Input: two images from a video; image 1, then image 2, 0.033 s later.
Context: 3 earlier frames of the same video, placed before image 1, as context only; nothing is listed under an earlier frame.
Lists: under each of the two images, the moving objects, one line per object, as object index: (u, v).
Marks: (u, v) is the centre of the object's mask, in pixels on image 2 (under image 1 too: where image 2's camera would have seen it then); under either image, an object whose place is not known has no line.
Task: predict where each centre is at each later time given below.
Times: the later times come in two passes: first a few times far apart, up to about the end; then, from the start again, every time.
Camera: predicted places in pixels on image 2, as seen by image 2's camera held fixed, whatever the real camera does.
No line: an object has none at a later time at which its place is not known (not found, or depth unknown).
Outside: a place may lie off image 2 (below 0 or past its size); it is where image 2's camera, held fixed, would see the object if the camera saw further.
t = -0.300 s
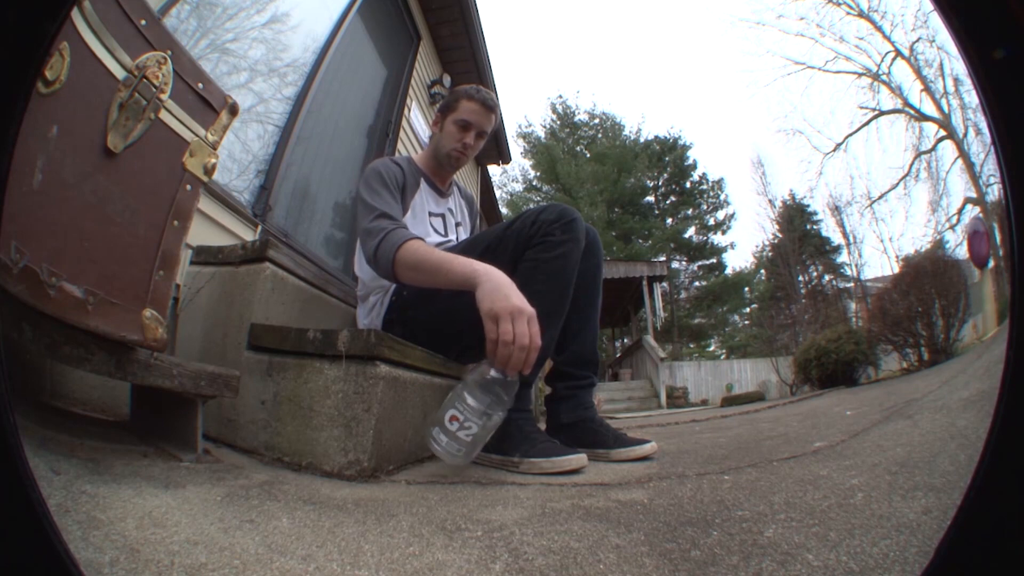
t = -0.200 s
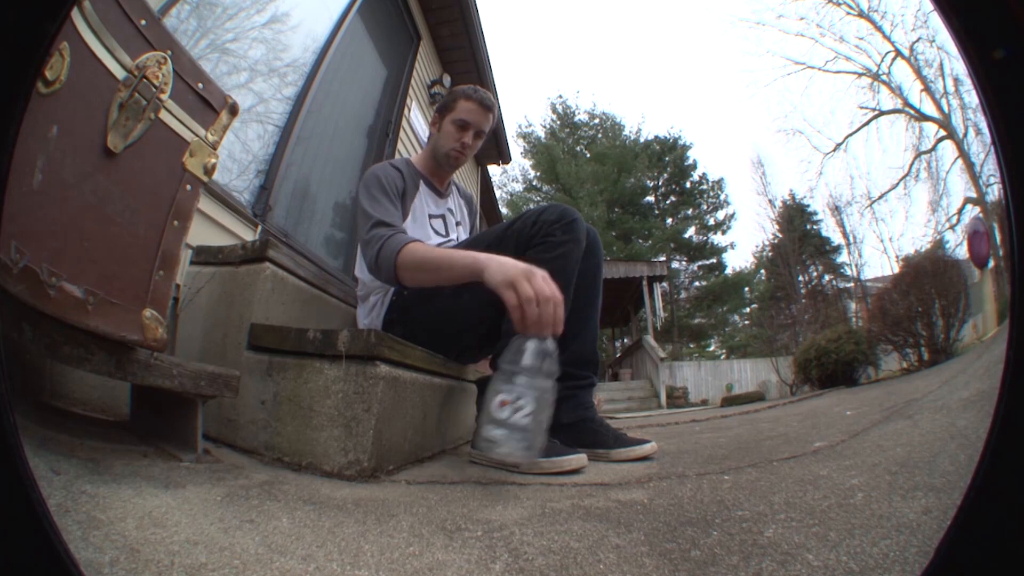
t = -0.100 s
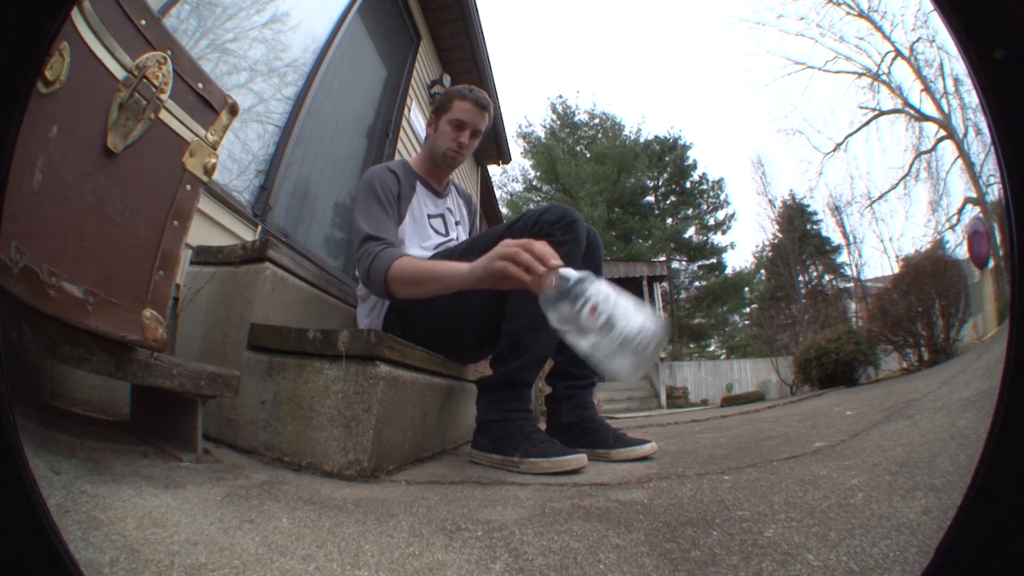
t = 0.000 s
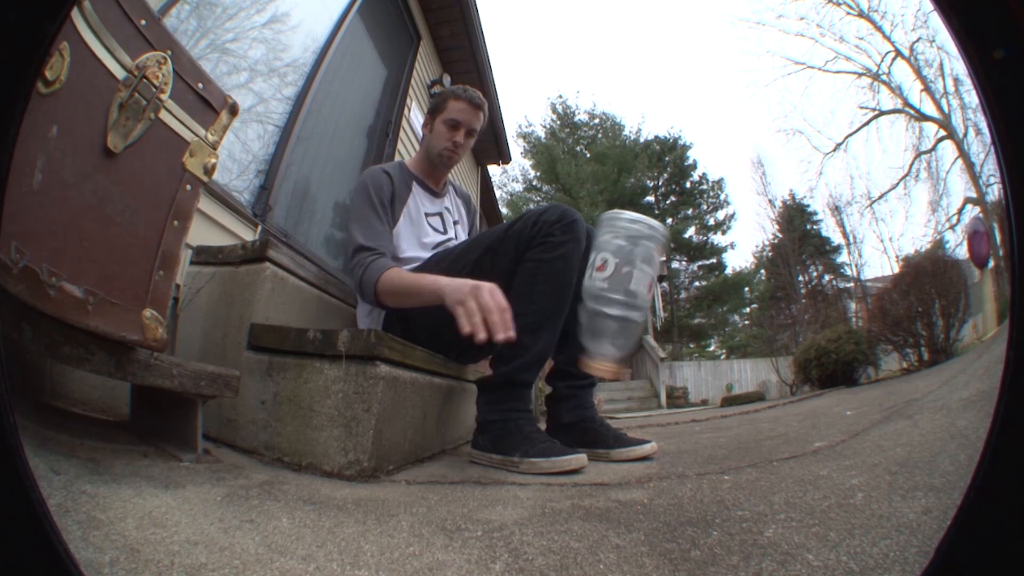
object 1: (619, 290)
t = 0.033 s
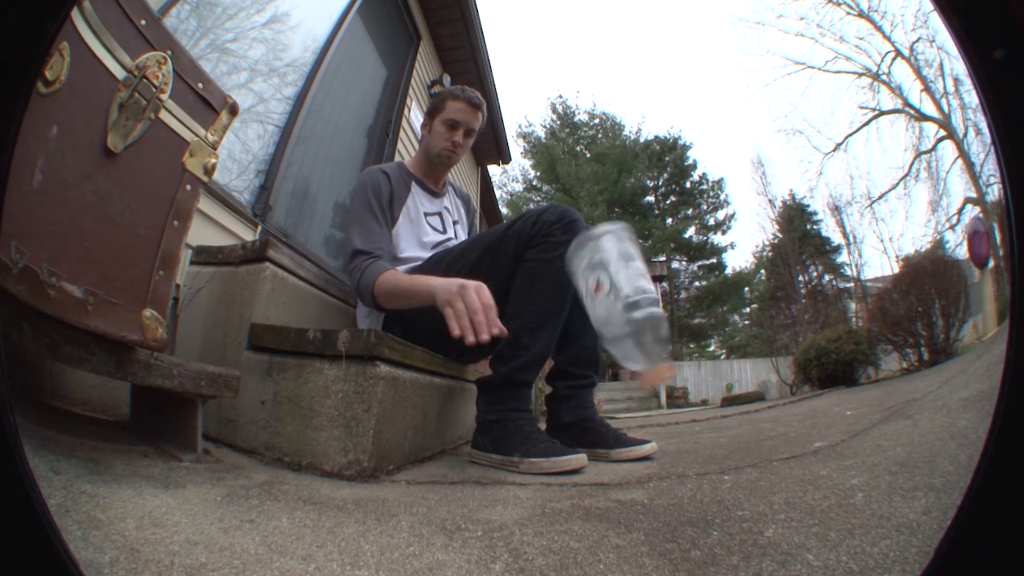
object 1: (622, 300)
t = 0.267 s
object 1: (638, 336)
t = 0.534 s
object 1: (635, 387)
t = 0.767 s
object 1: (676, 397)
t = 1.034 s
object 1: (641, 398)
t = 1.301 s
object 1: (624, 418)
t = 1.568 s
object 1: (633, 420)
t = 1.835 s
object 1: (626, 425)
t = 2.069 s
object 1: (628, 427)
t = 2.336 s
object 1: (630, 429)
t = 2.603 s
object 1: (630, 430)
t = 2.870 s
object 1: (629, 430)
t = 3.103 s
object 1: (627, 430)
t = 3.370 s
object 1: (629, 430)
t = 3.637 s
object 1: (628, 430)
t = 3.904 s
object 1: (629, 430)
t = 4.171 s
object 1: (629, 430)
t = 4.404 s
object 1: (629, 430)
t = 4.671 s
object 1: (629, 430)
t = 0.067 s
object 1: (625, 326)
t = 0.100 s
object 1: (635, 365)
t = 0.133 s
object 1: (651, 410)
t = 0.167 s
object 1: (653, 401)
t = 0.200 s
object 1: (647, 371)
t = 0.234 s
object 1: (642, 349)
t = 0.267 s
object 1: (638, 336)
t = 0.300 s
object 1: (634, 331)
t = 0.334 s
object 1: (631, 333)
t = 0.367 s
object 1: (628, 342)
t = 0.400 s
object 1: (625, 361)
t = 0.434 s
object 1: (624, 386)
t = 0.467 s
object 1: (621, 422)
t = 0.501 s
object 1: (627, 405)
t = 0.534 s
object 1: (635, 387)
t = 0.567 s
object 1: (643, 373)
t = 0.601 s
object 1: (651, 369)
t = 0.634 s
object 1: (659, 371)
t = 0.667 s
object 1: (669, 383)
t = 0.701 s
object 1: (678, 402)
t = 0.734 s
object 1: (684, 418)
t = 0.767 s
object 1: (676, 397)
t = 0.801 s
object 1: (669, 386)
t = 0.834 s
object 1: (663, 382)
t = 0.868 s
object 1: (658, 384)
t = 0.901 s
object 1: (652, 394)
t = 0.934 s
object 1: (648, 411)
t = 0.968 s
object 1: (644, 419)
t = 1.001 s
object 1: (642, 404)
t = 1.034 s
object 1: (641, 398)
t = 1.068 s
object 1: (639, 397)
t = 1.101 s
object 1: (638, 404)
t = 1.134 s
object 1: (638, 417)
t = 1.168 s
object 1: (635, 414)
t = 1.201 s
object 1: (632, 405)
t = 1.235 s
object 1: (629, 402)
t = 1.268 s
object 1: (627, 406)
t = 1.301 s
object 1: (624, 418)
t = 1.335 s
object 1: (624, 422)
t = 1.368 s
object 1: (626, 413)
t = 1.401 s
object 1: (628, 411)
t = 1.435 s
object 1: (631, 416)
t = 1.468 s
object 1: (634, 426)
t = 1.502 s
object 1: (633, 418)
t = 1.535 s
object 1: (633, 416)
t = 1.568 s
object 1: (633, 420)
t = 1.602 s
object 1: (633, 426)
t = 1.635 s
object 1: (630, 421)
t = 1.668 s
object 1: (627, 423)
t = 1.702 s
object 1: (624, 427)
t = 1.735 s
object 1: (624, 423)
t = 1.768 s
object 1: (624, 425)
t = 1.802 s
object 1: (625, 425)
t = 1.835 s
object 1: (626, 425)
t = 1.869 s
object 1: (628, 427)
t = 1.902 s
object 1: (628, 425)
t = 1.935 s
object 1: (628, 428)
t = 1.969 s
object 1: (629, 428)
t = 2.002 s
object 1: (629, 428)
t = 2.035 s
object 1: (629, 427)
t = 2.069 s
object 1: (628, 427)
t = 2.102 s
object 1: (628, 427)
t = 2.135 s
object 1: (627, 427)
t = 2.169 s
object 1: (627, 427)
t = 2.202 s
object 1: (627, 427)
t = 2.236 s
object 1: (627, 428)
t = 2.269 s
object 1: (627, 428)
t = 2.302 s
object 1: (628, 429)
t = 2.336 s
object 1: (630, 429)
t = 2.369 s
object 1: (632, 428)
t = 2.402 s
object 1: (634, 427)
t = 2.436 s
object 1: (635, 426)
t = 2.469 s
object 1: (635, 426)
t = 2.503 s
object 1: (635, 427)
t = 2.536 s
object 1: (634, 427)
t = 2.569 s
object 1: (632, 429)
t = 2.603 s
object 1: (630, 430)
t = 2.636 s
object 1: (628, 429)
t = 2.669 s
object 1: (628, 429)
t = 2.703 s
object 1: (628, 429)
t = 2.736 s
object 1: (629, 429)
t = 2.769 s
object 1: (630, 429)
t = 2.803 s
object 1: (630, 429)
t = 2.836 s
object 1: (630, 430)
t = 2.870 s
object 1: (629, 430)
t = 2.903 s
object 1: (628, 429)
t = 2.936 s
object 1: (627, 429)
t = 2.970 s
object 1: (627, 429)
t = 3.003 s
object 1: (628, 430)
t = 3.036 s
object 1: (628, 430)
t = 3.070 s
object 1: (627, 429)
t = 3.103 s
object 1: (627, 430)
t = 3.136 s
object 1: (628, 430)
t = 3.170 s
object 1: (628, 430)
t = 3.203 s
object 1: (628, 430)
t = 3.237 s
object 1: (628, 429)
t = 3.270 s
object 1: (627, 430)
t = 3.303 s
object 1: (628, 430)
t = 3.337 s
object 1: (629, 430)
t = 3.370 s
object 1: (629, 430)
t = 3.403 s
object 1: (628, 430)
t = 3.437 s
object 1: (628, 430)
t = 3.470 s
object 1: (628, 430)
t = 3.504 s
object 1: (628, 430)
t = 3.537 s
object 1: (628, 430)
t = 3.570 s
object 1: (628, 430)
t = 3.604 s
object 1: (628, 430)
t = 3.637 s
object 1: (628, 430)
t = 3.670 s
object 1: (628, 430)
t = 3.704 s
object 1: (628, 430)
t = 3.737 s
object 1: (628, 430)
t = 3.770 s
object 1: (628, 430)
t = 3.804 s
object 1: (629, 430)
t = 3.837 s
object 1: (629, 430)
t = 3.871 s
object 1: (629, 430)
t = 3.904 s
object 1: (629, 430)
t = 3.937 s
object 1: (629, 430)
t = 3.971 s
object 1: (629, 430)
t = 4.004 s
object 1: (629, 430)
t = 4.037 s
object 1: (629, 430)
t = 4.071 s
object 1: (629, 430)
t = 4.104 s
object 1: (629, 430)
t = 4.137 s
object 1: (629, 430)
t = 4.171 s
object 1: (629, 430)
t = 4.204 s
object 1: (629, 430)
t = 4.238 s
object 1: (629, 430)
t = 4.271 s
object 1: (629, 430)
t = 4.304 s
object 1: (629, 430)
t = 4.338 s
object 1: (629, 430)
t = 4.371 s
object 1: (629, 430)
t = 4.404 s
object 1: (629, 430)
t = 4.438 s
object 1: (629, 430)
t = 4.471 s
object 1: (629, 430)
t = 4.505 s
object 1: (629, 430)
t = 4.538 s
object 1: (629, 430)
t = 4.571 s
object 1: (629, 430)
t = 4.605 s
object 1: (629, 430)
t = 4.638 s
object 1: (629, 430)
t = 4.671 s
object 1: (629, 430)
